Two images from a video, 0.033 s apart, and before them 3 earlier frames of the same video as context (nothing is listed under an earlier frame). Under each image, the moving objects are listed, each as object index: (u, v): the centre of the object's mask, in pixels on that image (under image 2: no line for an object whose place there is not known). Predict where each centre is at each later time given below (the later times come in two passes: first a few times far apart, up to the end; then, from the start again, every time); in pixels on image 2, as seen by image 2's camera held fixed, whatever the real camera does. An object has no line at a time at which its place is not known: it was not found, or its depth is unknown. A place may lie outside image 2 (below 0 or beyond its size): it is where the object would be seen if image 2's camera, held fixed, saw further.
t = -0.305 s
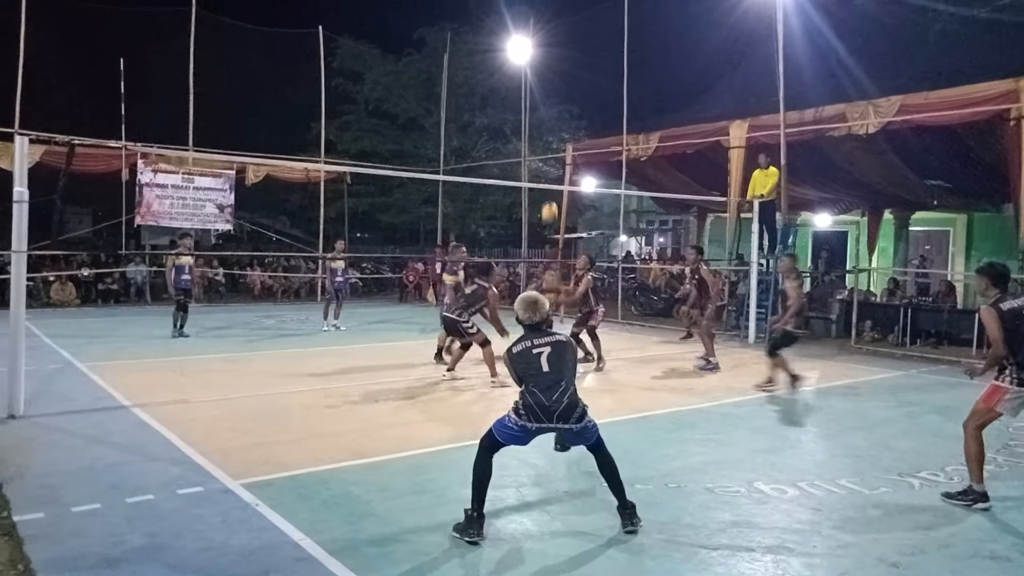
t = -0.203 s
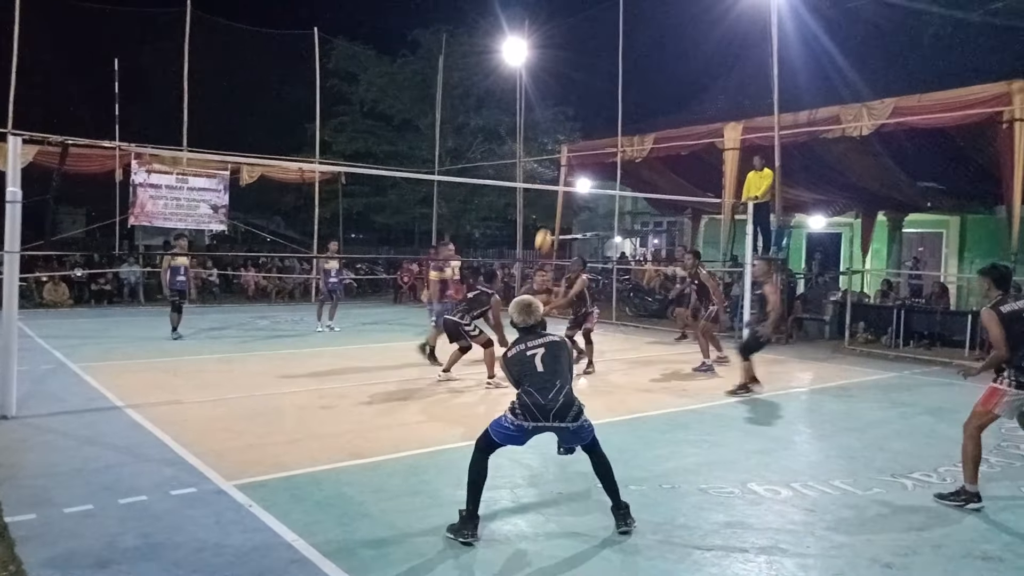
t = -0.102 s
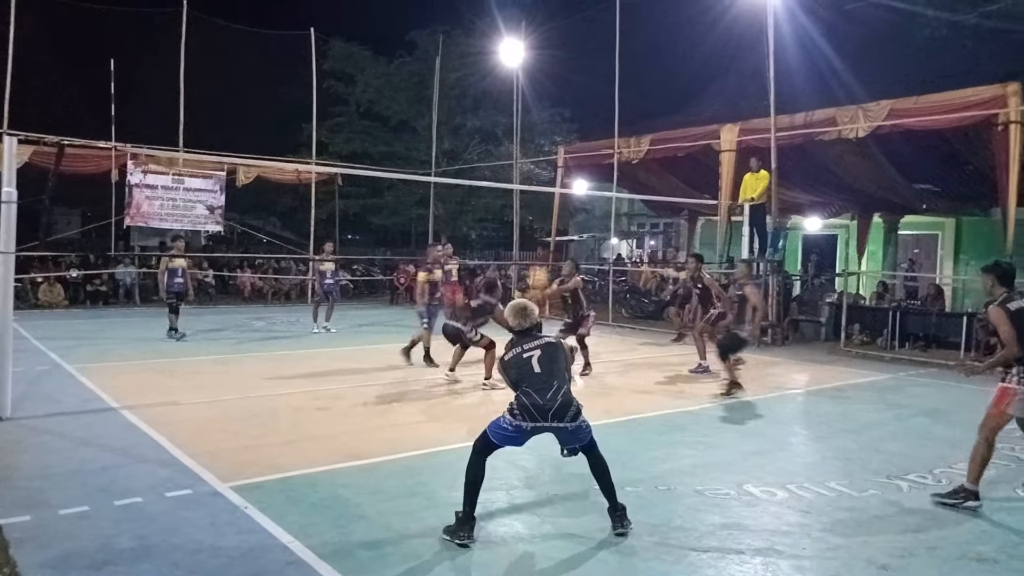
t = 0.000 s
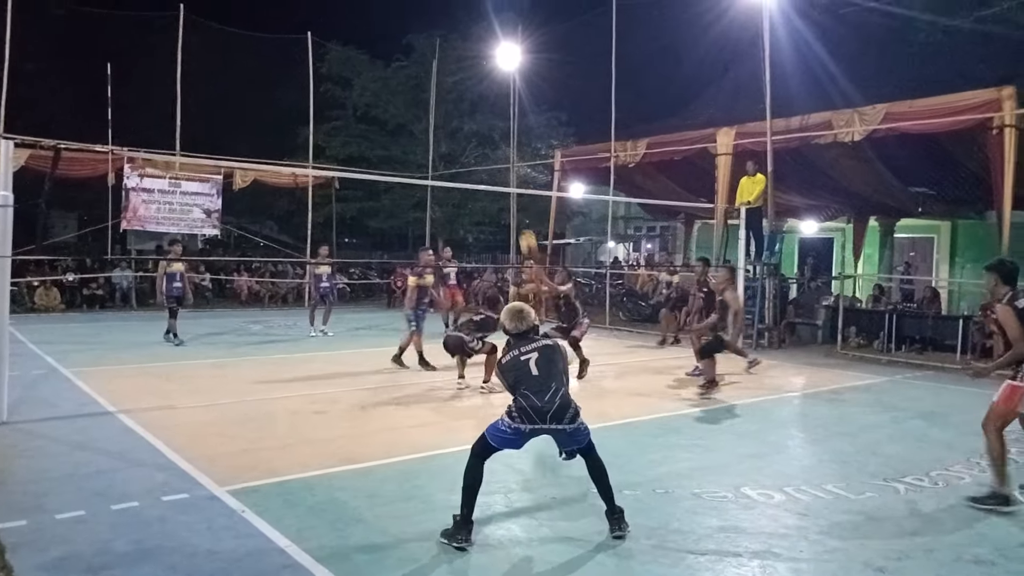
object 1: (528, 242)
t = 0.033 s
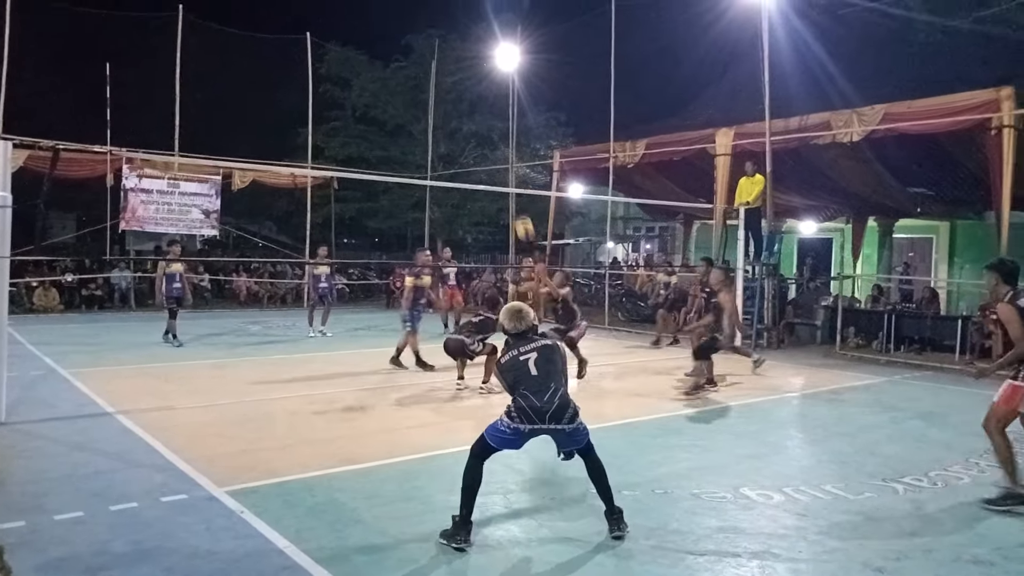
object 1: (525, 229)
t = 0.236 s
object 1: (507, 151)
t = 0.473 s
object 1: (487, 102)
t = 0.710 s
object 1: (465, 98)
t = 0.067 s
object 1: (522, 214)
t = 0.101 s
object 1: (519, 199)
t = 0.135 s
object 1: (516, 185)
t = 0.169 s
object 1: (514, 174)
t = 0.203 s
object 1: (510, 160)
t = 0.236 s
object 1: (507, 151)
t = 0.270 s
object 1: (505, 141)
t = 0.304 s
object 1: (501, 131)
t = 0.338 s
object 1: (499, 124)
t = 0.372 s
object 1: (495, 117)
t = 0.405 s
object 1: (493, 111)
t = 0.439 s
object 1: (490, 106)
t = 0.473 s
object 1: (487, 102)
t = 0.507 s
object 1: (483, 99)
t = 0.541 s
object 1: (480, 96)
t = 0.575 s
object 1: (477, 95)
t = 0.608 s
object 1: (475, 94)
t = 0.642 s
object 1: (472, 94)
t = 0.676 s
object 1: (468, 95)
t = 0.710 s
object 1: (465, 98)
